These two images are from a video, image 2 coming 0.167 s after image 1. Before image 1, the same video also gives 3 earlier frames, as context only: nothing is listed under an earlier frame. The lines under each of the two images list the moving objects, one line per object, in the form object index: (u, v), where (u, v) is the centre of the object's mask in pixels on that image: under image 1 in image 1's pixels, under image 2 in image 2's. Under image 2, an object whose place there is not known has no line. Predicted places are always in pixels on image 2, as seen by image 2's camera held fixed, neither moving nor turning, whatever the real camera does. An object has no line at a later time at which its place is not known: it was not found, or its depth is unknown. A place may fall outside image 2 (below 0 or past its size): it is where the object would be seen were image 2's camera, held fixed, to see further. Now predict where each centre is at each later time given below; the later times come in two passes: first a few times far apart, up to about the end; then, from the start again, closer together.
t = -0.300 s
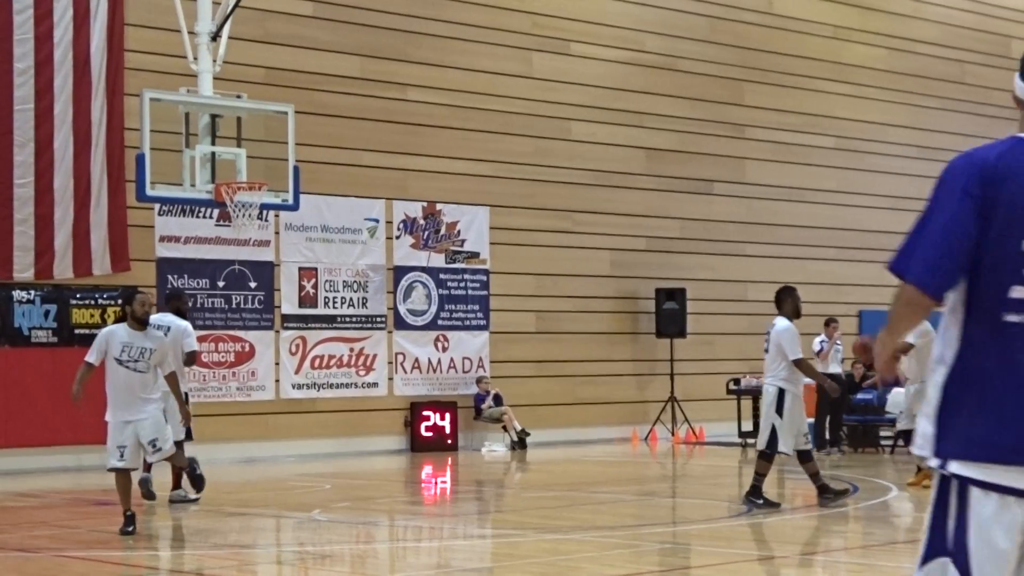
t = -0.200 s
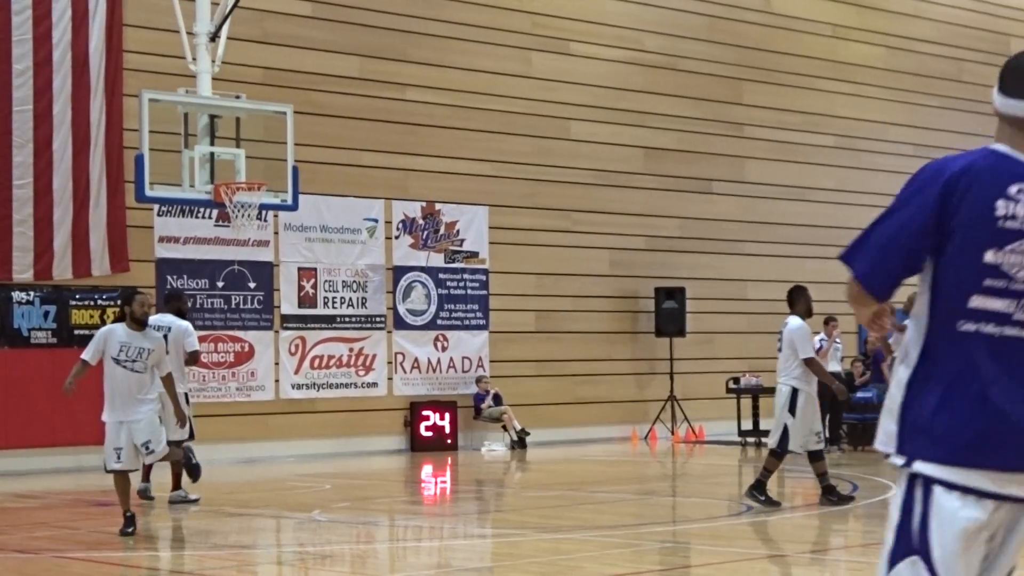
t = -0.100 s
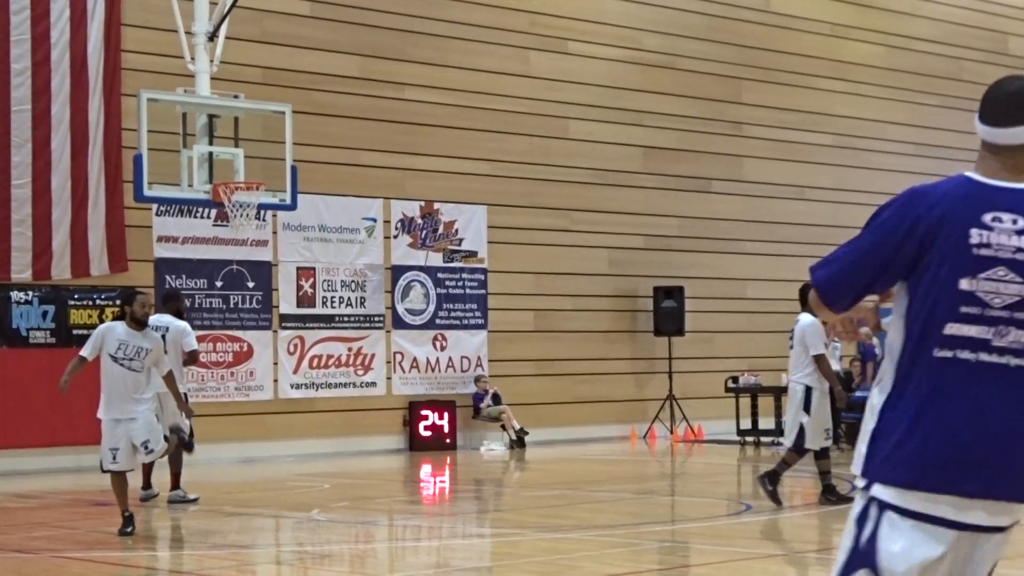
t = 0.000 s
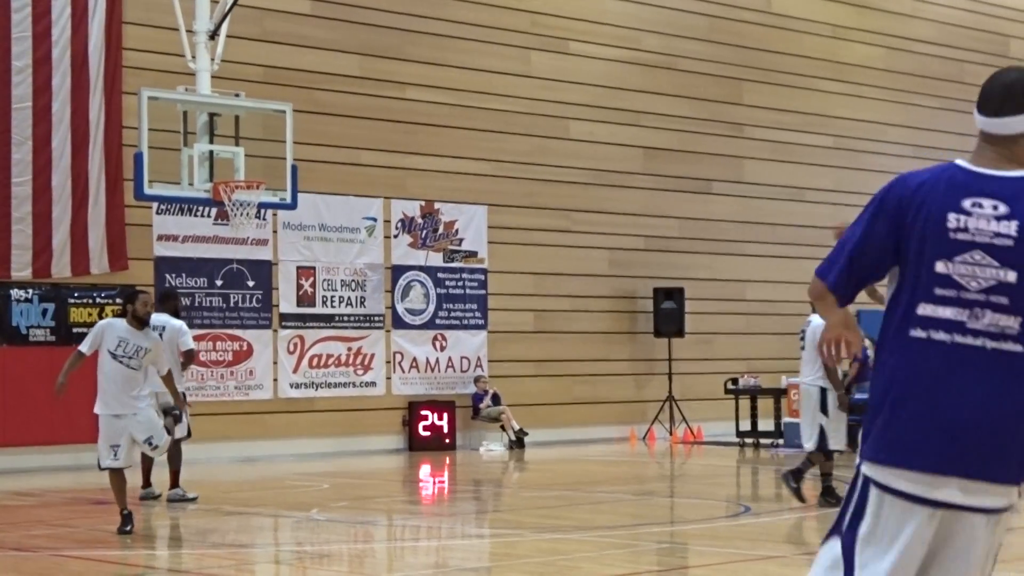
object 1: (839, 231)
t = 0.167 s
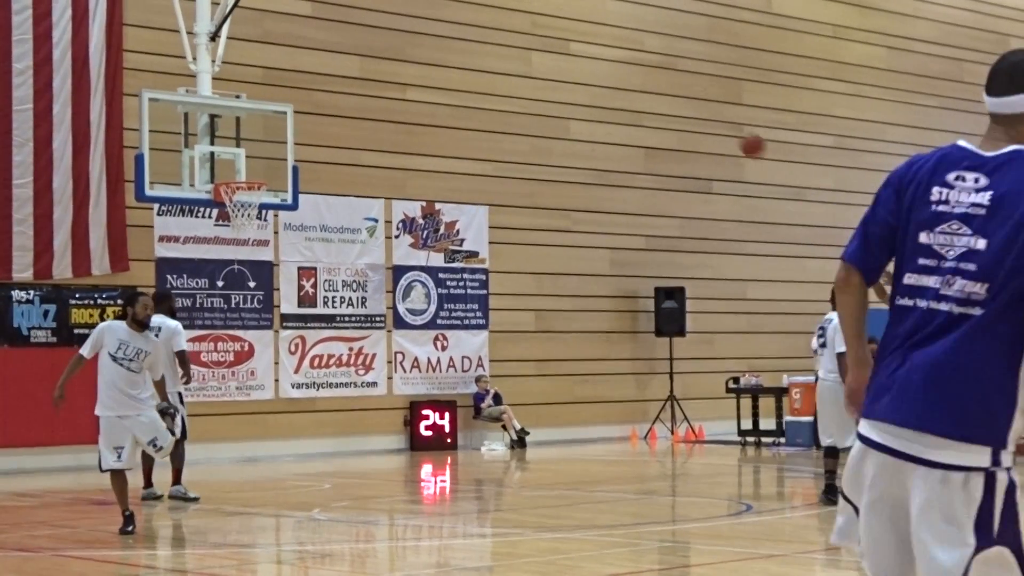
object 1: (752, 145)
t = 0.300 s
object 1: (678, 95)
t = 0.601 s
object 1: (515, 46)
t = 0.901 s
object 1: (358, 84)
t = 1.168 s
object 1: (234, 176)
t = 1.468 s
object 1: (324, 172)
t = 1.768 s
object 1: (423, 241)
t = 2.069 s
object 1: (522, 398)
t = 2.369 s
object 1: (592, 385)
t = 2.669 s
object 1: (648, 315)
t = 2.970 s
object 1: (704, 332)
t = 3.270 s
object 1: (761, 436)
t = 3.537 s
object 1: (808, 403)
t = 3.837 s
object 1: (858, 375)
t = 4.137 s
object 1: (911, 433)
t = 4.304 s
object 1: (939, 443)
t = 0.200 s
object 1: (733, 131)
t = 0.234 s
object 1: (715, 118)
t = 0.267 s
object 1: (697, 106)
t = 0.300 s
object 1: (678, 95)
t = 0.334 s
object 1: (659, 86)
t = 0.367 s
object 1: (641, 77)
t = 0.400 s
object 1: (623, 69)
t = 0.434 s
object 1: (605, 63)
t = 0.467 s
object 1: (587, 57)
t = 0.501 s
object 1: (568, 53)
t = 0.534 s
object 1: (551, 50)
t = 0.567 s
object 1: (532, 48)
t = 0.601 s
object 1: (515, 46)
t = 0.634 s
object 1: (497, 47)
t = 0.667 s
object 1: (480, 47)
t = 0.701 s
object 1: (462, 50)
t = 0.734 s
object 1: (445, 52)
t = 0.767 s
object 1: (428, 57)
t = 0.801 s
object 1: (411, 62)
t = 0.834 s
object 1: (394, 68)
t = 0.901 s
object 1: (358, 84)
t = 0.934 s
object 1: (342, 94)
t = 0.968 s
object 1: (325, 103)
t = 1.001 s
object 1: (308, 117)
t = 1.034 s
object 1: (291, 129)
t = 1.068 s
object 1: (274, 143)
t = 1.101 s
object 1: (257, 157)
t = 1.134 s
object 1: (240, 172)
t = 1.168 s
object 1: (234, 176)
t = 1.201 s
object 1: (234, 177)
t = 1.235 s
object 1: (245, 175)
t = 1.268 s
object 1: (258, 173)
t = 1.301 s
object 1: (268, 171)
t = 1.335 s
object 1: (280, 169)
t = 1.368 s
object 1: (290, 168)
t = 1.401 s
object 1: (302, 168)
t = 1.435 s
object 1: (312, 170)
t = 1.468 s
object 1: (324, 172)
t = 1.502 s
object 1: (335, 175)
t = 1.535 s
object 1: (346, 180)
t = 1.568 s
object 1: (357, 186)
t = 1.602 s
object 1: (367, 192)
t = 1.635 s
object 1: (379, 200)
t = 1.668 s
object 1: (390, 208)
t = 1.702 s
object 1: (400, 218)
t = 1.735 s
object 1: (411, 228)
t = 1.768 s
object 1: (423, 241)
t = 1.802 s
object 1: (434, 254)
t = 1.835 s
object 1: (446, 269)
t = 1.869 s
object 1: (456, 283)
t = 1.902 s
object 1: (468, 301)
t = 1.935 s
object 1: (478, 318)
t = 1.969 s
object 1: (489, 336)
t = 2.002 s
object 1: (500, 355)
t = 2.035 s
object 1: (511, 375)
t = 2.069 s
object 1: (522, 398)
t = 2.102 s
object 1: (533, 420)
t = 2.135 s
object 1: (543, 443)
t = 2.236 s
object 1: (568, 443)
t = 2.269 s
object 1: (574, 426)
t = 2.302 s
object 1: (580, 412)
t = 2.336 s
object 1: (586, 397)
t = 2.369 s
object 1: (592, 385)
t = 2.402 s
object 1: (598, 372)
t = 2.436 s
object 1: (604, 361)
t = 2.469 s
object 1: (610, 352)
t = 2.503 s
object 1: (616, 342)
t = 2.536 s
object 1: (622, 335)
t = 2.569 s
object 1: (629, 328)
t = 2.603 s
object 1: (635, 322)
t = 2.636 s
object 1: (641, 319)
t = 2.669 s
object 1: (648, 315)
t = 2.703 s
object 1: (654, 312)
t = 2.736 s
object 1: (660, 311)
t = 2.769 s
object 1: (667, 311)
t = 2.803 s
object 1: (673, 311)
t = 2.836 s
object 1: (678, 313)
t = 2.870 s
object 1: (685, 316)
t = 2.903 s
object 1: (691, 320)
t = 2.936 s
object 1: (698, 325)
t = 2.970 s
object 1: (704, 332)
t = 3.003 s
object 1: (710, 339)
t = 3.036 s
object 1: (717, 348)
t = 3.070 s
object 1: (724, 357)
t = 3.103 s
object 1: (730, 368)
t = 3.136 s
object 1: (736, 380)
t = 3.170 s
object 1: (742, 392)
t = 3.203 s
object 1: (748, 404)
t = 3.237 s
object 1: (754, 420)
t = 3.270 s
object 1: (761, 436)
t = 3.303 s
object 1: (767, 454)
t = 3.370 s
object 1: (779, 456)
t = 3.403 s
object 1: (784, 442)
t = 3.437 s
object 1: (790, 431)
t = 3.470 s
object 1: (795, 421)
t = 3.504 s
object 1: (801, 411)
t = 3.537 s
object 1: (808, 403)
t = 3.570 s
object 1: (813, 395)
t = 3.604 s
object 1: (820, 389)
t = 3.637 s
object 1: (824, 384)
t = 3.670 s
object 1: (830, 380)
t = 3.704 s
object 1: (836, 377)
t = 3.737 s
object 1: (842, 375)
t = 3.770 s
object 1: (848, 374)
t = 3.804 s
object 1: (854, 374)
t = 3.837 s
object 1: (858, 375)
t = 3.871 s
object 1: (864, 376)
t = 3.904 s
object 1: (870, 380)
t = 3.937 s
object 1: (876, 383)
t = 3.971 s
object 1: (882, 389)
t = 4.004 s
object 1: (888, 396)
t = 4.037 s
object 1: (893, 404)
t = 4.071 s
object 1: (900, 414)
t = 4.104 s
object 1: (906, 422)
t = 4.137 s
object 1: (911, 433)
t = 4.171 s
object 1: (916, 445)
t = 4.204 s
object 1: (924, 458)
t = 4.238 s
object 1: (929, 463)
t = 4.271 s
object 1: (934, 452)
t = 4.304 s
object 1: (939, 443)
